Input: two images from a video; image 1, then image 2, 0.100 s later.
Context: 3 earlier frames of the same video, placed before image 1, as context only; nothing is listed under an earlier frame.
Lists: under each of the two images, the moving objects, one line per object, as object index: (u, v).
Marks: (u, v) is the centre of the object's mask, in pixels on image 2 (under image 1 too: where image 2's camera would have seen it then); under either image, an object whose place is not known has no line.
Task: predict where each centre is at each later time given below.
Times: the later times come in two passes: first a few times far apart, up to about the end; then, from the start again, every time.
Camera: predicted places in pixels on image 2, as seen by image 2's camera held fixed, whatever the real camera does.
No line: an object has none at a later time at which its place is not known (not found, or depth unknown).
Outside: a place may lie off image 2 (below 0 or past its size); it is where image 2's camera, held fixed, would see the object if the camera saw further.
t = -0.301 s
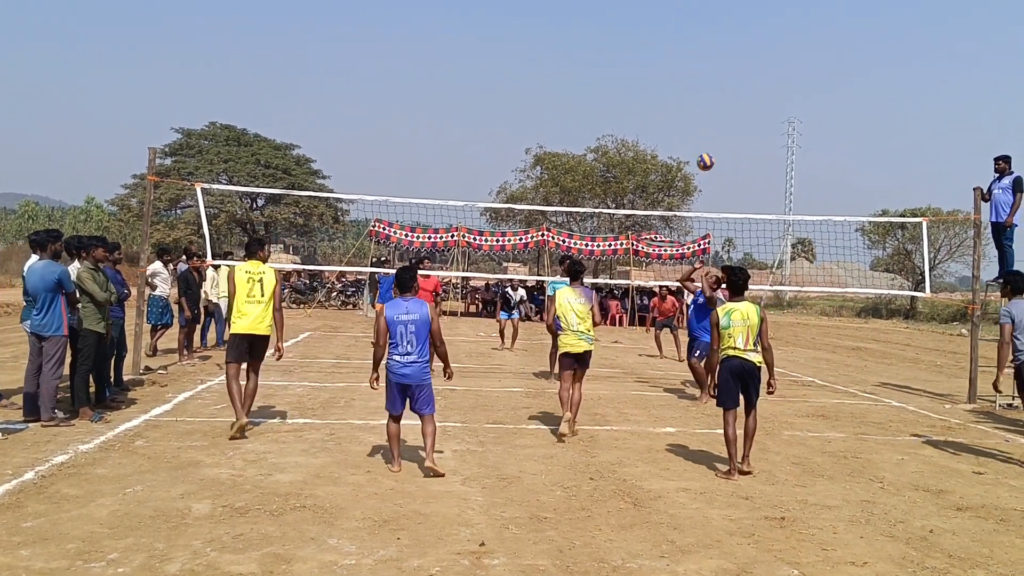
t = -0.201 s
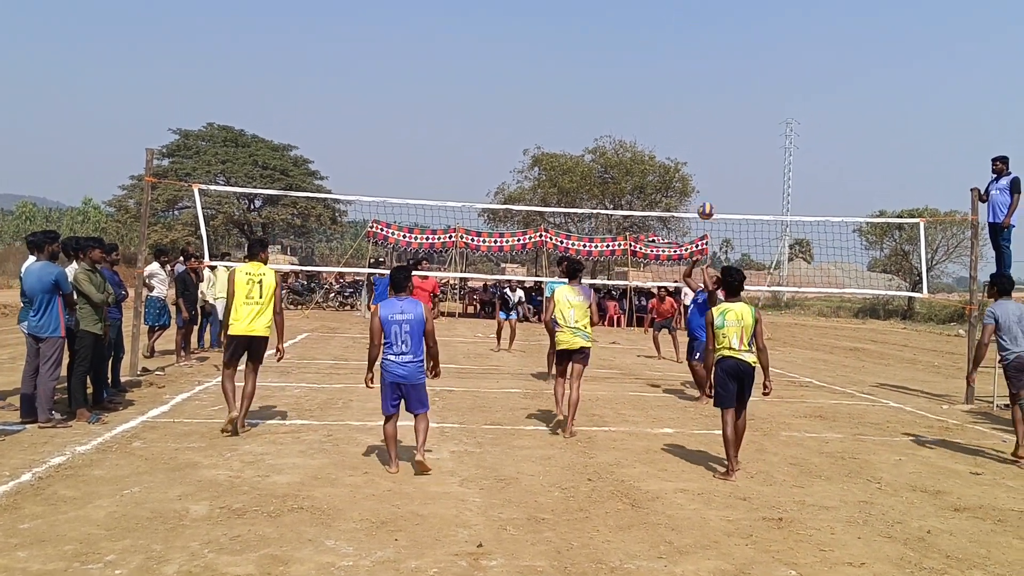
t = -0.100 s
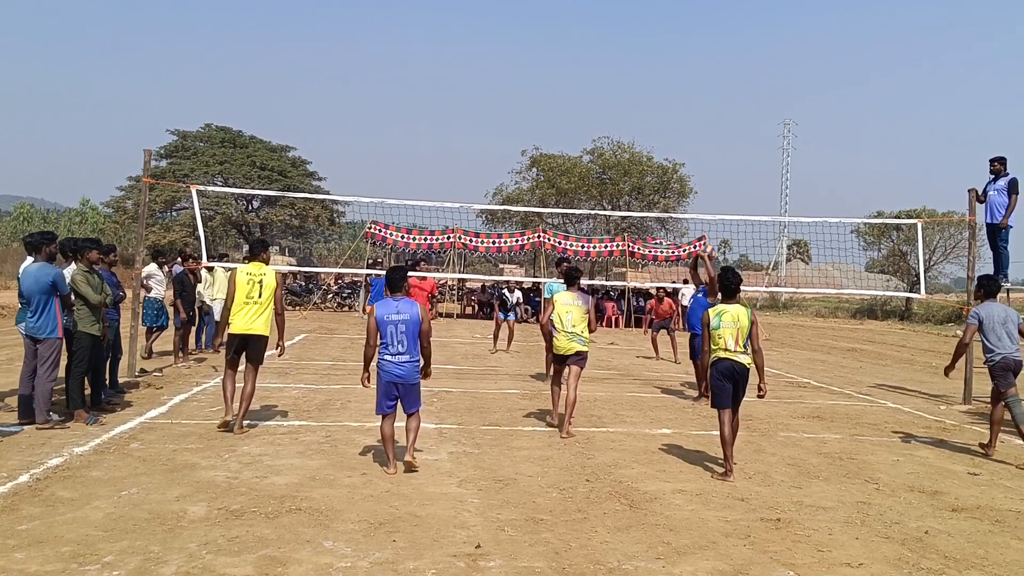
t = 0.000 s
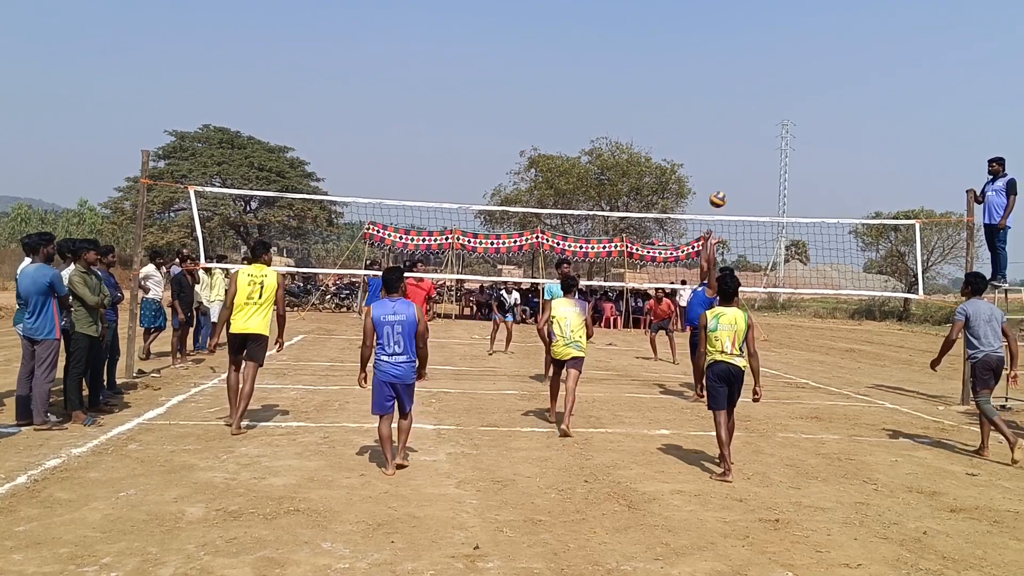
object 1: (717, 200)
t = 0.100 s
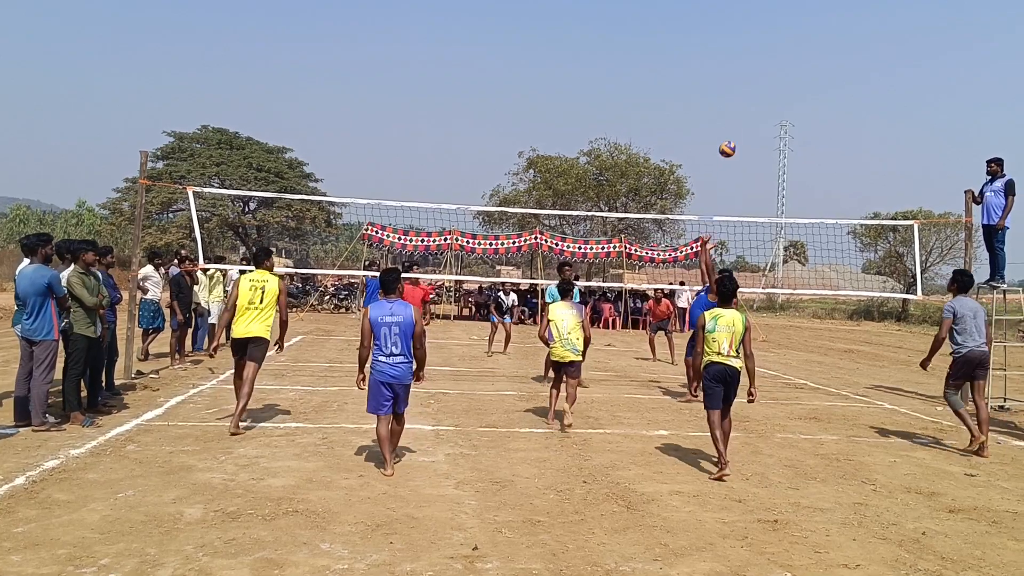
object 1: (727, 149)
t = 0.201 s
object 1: (738, 107)
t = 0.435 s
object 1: (760, 37)
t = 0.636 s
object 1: (776, 11)
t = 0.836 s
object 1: (790, 16)
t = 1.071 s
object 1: (805, 62)
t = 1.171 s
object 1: (809, 94)
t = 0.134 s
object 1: (731, 134)
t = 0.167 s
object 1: (735, 120)
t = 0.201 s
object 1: (738, 107)
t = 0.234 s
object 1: (741, 94)
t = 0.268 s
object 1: (744, 82)
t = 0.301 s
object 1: (747, 72)
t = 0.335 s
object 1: (750, 62)
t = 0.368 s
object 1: (753, 52)
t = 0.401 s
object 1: (756, 44)
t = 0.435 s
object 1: (760, 37)
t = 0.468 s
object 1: (763, 30)
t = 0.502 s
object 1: (765, 25)
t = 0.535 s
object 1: (768, 20)
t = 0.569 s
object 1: (770, 16)
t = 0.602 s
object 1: (773, 13)
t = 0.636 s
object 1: (776, 11)
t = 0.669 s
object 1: (778, 9)
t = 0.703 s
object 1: (781, 9)
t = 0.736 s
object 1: (783, 9)
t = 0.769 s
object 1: (786, 11)
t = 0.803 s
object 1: (788, 13)
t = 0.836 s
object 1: (790, 16)
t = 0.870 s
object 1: (793, 20)
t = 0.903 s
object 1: (795, 25)
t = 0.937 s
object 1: (797, 30)
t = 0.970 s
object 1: (799, 36)
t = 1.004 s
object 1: (801, 44)
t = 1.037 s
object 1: (803, 52)
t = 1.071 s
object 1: (805, 62)
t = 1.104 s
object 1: (806, 71)
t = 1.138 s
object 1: (808, 82)
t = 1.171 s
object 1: (809, 94)
